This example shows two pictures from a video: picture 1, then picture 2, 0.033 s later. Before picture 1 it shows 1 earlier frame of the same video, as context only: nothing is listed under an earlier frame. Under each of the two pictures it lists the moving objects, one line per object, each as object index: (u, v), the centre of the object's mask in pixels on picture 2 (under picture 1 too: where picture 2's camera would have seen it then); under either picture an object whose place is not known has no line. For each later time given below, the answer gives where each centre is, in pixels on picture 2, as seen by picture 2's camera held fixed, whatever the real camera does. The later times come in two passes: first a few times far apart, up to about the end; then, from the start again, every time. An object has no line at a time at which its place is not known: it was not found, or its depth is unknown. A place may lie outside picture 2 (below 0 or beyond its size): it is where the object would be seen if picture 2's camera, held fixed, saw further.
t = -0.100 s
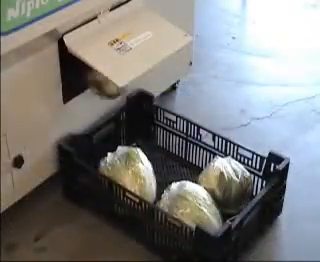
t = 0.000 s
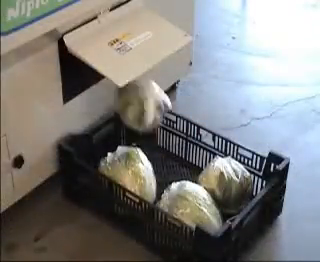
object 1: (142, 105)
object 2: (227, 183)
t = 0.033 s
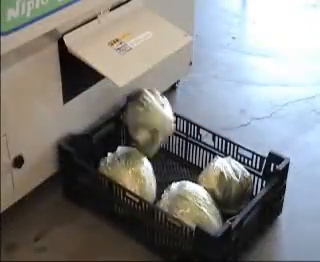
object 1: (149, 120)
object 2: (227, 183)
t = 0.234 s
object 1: (188, 164)
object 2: (237, 186)
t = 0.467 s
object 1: (192, 164)
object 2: (235, 190)
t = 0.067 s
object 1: (160, 141)
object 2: (227, 183)
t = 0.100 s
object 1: (171, 161)
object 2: (227, 183)
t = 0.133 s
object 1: (177, 170)
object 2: (228, 184)
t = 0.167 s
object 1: (180, 167)
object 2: (234, 183)
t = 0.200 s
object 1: (184, 164)
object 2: (234, 184)
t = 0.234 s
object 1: (188, 164)
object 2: (237, 186)
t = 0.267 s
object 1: (190, 165)
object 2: (238, 187)
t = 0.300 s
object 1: (193, 167)
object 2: (236, 189)
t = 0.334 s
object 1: (192, 168)
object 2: (236, 189)
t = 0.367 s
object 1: (190, 166)
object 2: (236, 189)
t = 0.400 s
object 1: (189, 166)
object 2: (236, 189)
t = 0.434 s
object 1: (190, 164)
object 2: (235, 190)
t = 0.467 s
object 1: (192, 164)
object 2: (235, 190)
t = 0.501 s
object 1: (193, 163)
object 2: (235, 190)
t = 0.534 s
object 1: (195, 162)
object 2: (235, 190)
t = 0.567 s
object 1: (197, 163)
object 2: (236, 189)
